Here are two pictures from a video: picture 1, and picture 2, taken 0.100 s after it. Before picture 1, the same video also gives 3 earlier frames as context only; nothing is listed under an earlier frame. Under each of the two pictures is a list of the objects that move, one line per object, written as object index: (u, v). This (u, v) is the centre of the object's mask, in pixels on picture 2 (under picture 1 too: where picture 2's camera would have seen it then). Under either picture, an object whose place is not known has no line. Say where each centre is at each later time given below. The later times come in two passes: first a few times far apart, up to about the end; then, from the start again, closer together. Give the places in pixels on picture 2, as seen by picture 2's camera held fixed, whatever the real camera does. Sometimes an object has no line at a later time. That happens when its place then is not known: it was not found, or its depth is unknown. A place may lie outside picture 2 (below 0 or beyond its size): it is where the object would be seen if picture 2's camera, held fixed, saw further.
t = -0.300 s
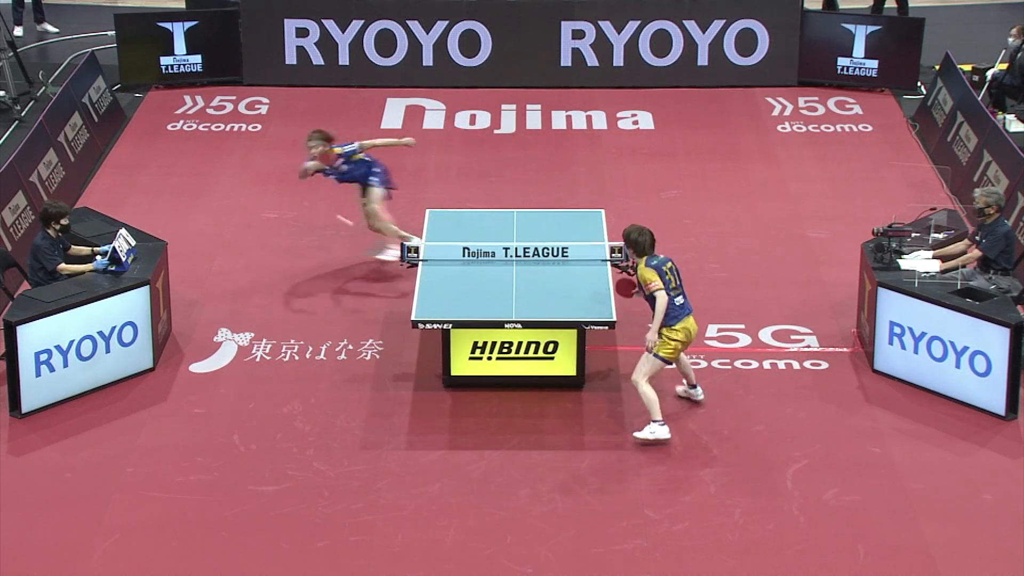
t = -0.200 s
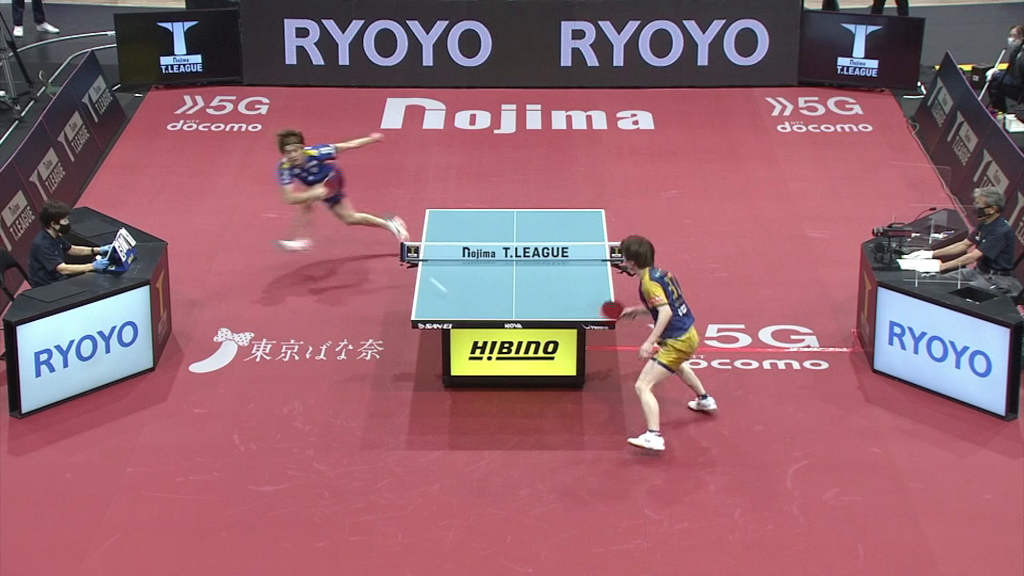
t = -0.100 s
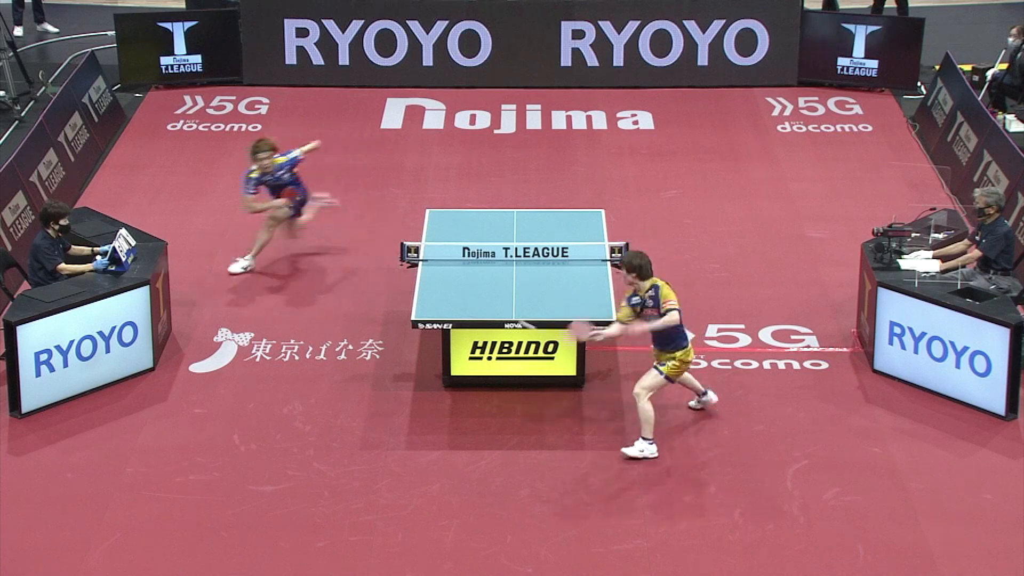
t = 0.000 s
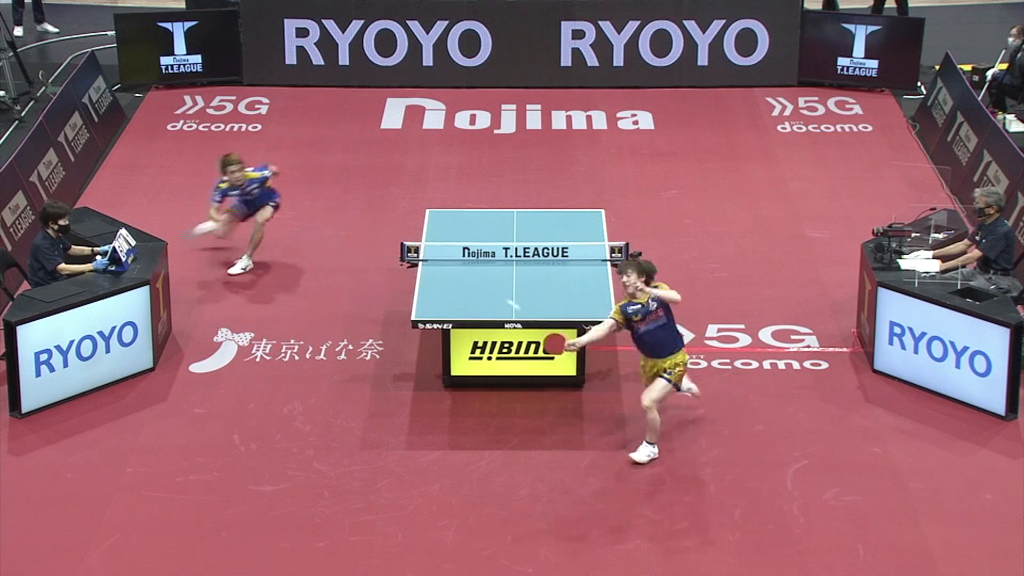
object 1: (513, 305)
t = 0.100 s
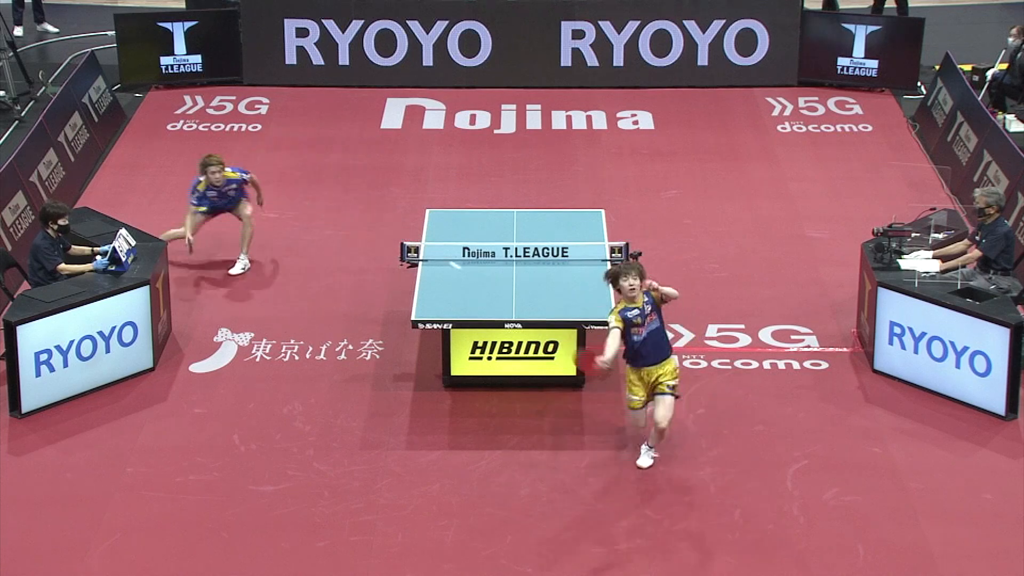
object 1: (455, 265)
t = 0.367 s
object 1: (331, 231)
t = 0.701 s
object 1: (232, 314)
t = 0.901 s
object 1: (194, 319)
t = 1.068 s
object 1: (167, 273)
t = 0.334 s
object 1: (344, 229)
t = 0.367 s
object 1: (331, 231)
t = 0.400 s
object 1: (318, 234)
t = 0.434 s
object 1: (307, 237)
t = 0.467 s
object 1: (295, 244)
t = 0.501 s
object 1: (284, 250)
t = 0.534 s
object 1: (274, 258)
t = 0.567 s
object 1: (265, 267)
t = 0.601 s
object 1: (256, 277)
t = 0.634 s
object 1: (248, 288)
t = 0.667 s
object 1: (240, 301)
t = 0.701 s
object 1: (232, 314)
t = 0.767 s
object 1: (219, 341)
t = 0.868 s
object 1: (201, 332)
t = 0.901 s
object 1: (194, 319)
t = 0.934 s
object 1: (189, 307)
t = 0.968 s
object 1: (183, 296)
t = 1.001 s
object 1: (177, 287)
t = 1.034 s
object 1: (172, 279)
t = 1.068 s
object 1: (167, 273)
